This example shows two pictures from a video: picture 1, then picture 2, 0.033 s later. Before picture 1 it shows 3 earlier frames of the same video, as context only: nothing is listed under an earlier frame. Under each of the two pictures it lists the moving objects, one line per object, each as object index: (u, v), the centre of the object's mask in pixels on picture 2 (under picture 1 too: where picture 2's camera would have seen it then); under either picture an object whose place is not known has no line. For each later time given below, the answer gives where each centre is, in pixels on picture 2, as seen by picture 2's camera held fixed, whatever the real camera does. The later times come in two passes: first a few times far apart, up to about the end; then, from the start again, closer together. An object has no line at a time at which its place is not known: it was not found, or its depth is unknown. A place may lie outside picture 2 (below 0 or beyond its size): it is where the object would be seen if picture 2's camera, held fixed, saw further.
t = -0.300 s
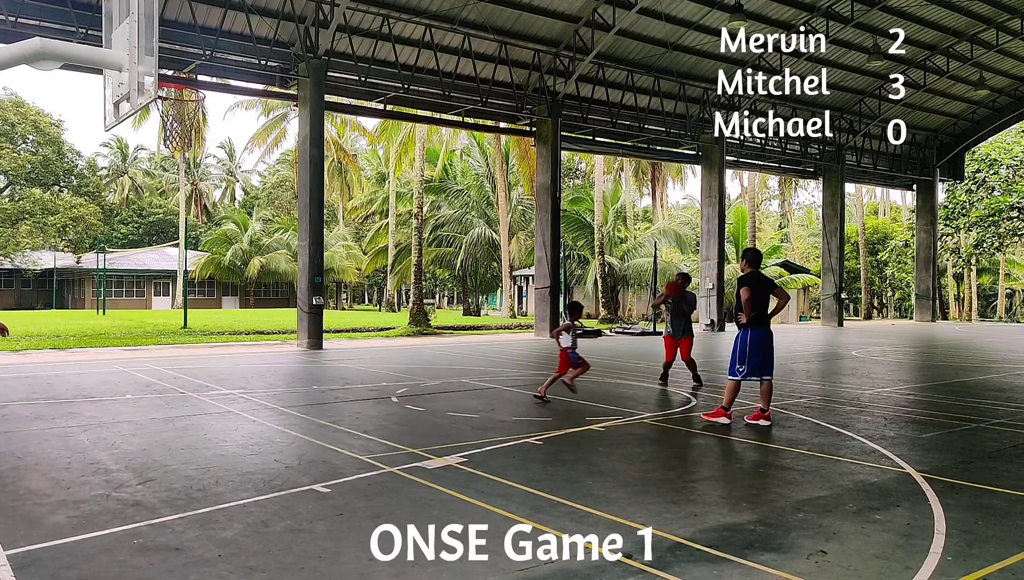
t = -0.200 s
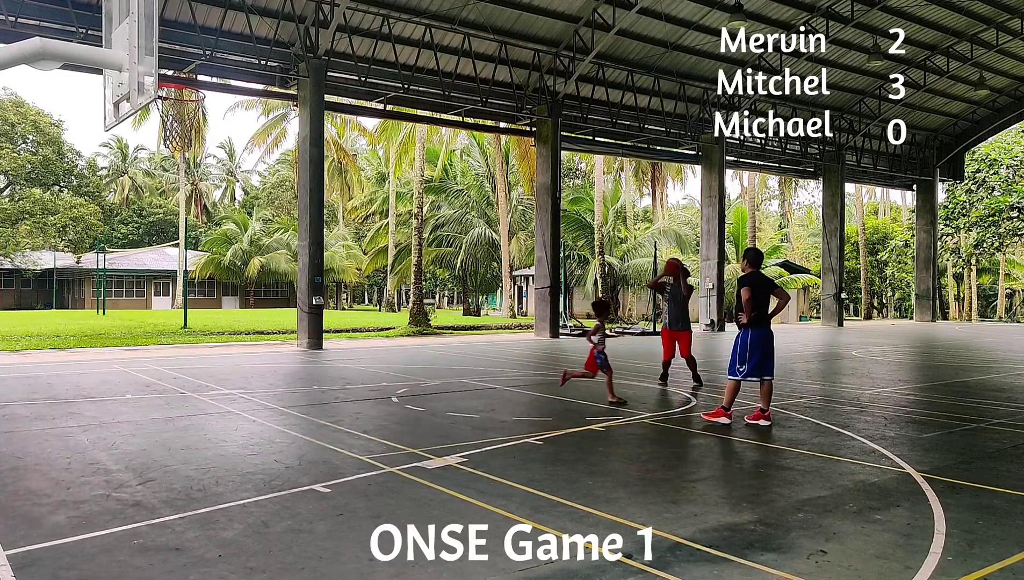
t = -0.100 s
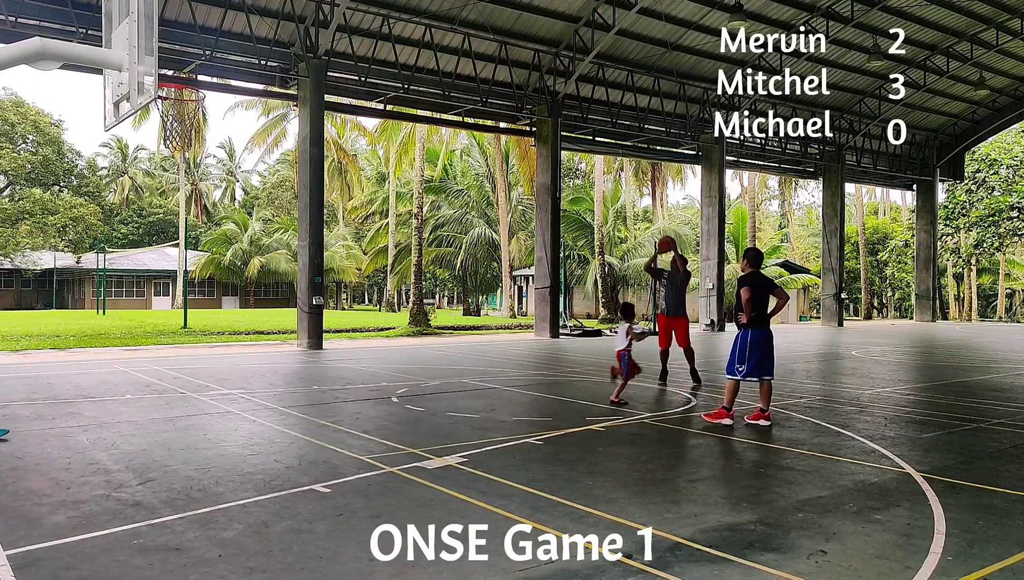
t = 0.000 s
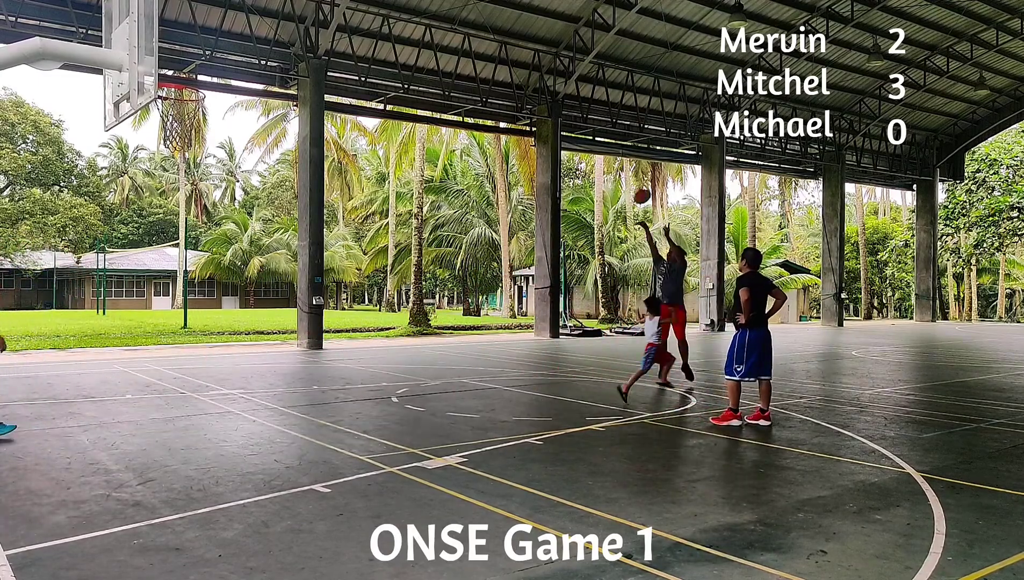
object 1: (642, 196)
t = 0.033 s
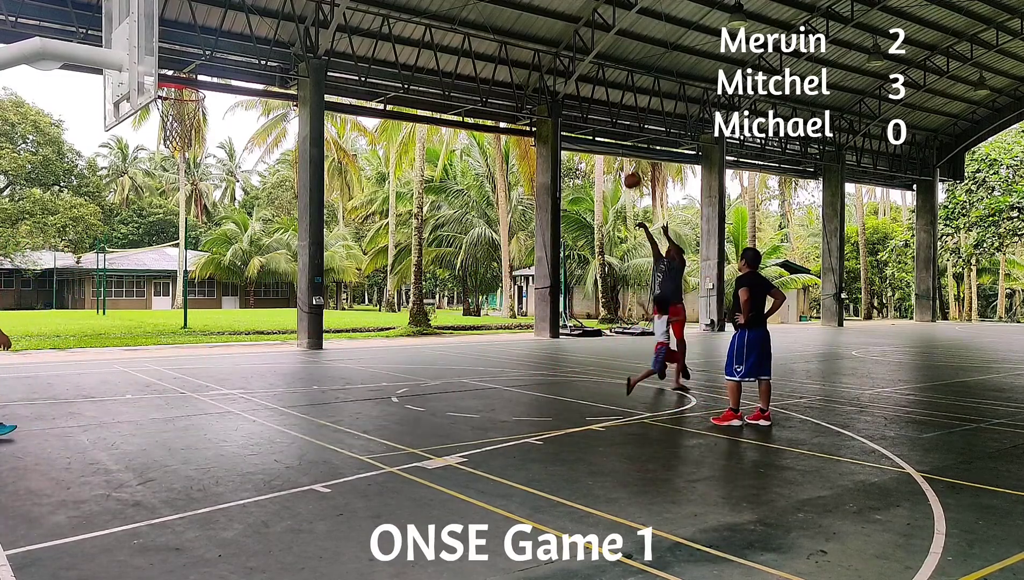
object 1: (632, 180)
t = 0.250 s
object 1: (559, 92)
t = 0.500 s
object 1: (466, 23)
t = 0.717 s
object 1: (371, 7)
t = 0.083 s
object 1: (615, 157)
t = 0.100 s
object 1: (610, 150)
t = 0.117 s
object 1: (604, 144)
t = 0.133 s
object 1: (598, 136)
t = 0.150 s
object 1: (593, 129)
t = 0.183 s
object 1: (582, 117)
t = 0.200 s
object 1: (577, 110)
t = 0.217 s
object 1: (571, 103)
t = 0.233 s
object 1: (565, 97)
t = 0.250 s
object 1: (559, 92)
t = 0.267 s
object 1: (555, 85)
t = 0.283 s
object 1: (548, 79)
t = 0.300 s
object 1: (542, 75)
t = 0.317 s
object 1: (536, 69)
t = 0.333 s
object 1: (530, 64)
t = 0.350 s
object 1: (524, 59)
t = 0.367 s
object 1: (518, 54)
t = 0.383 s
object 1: (512, 50)
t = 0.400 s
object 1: (505, 45)
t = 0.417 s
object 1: (499, 41)
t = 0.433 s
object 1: (492, 37)
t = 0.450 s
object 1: (486, 34)
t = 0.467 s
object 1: (479, 30)
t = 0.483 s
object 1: (472, 26)
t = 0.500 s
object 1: (466, 23)
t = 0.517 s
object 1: (459, 20)
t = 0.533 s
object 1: (452, 17)
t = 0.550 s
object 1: (446, 15)
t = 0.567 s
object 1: (438, 12)
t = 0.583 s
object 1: (431, 11)
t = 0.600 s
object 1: (424, 10)
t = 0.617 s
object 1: (416, 8)
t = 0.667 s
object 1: (395, 7)
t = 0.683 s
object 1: (388, 7)
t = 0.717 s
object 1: (371, 7)
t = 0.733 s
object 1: (365, 6)
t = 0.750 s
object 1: (357, 7)
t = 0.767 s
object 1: (349, 7)
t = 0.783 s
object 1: (340, 8)
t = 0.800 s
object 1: (332, 9)
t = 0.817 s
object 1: (323, 9)
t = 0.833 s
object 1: (315, 11)
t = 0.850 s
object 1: (307, 12)
